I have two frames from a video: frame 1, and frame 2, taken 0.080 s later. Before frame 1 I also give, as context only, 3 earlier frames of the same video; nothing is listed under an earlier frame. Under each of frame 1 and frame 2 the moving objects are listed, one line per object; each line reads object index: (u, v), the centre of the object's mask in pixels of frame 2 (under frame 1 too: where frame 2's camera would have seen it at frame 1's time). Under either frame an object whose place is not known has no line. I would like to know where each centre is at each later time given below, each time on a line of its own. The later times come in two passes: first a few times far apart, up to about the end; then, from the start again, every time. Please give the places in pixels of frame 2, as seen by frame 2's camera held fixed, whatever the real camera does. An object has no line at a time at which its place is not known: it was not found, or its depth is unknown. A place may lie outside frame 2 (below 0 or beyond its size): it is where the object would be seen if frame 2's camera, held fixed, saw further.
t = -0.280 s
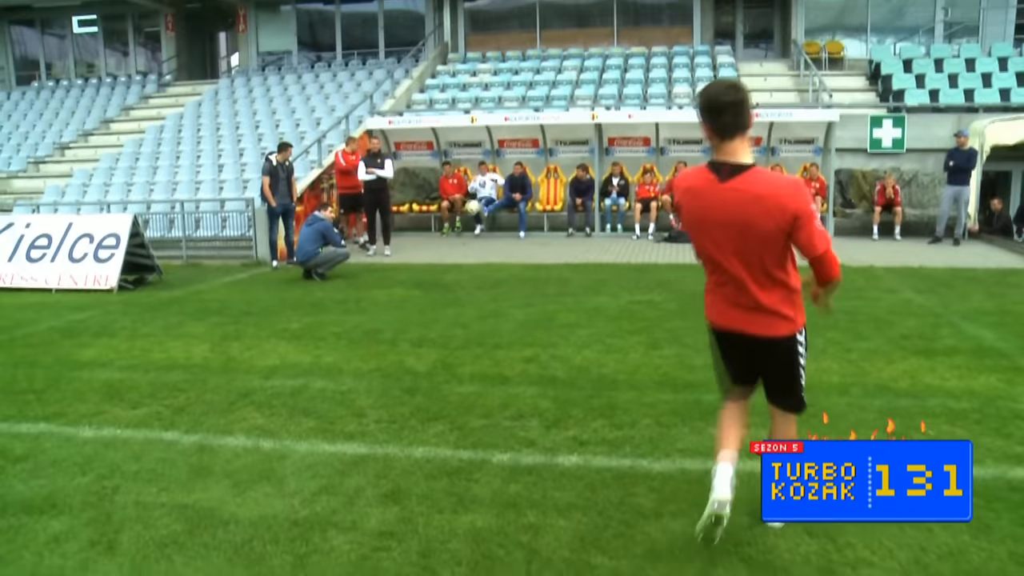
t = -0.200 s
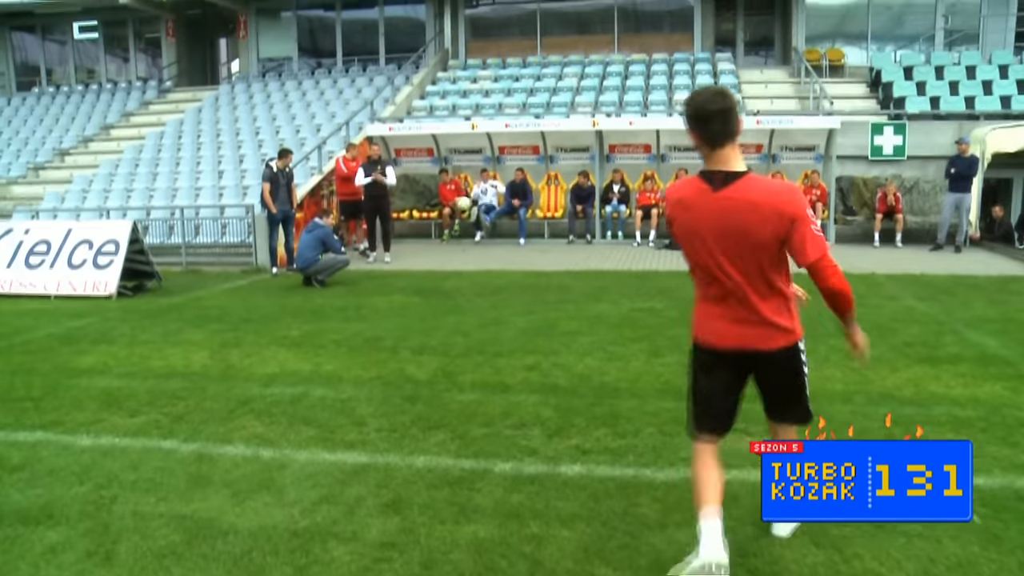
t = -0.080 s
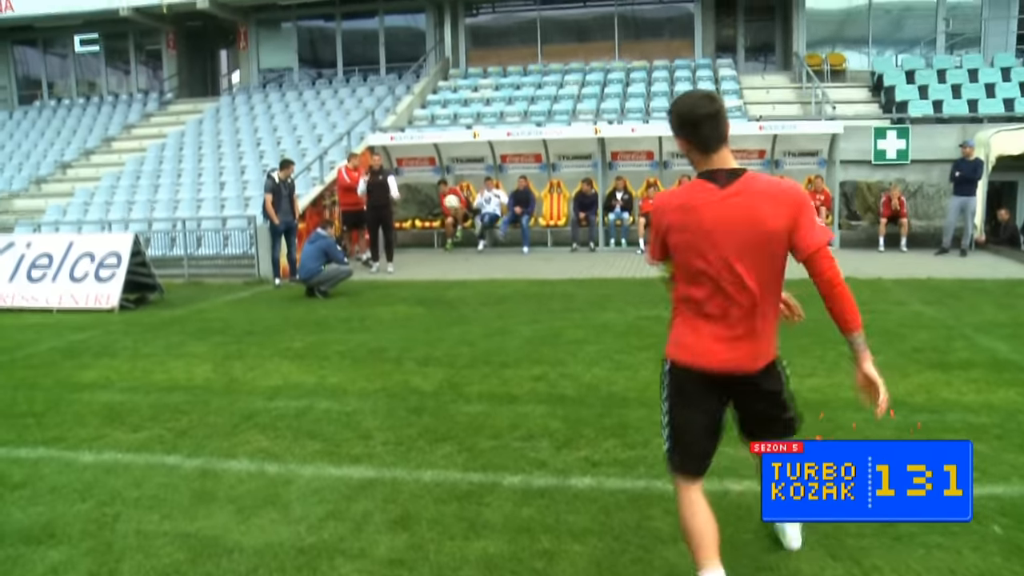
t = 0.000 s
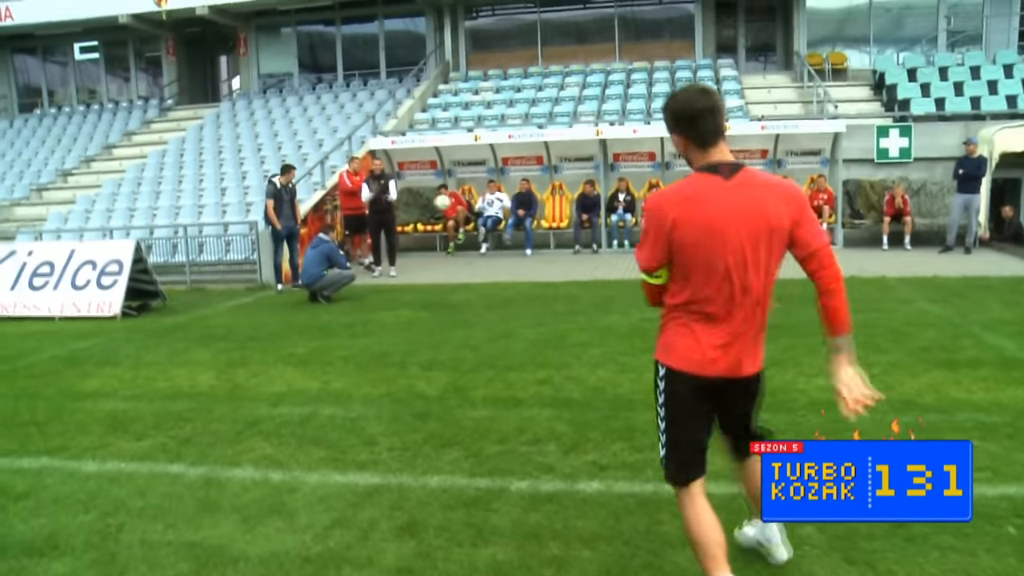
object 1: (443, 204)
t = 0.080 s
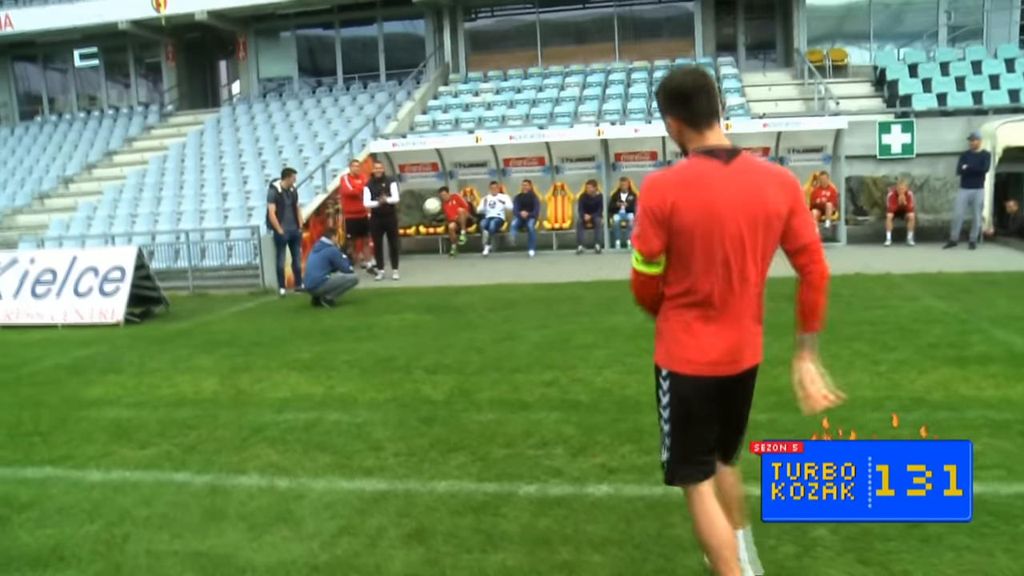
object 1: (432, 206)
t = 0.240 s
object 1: (405, 224)
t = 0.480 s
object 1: (353, 304)
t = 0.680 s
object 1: (310, 307)
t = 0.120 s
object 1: (426, 208)
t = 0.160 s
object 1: (419, 212)
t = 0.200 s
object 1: (412, 217)
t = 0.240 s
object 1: (405, 224)
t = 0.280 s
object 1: (397, 232)
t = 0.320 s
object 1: (390, 242)
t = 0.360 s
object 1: (381, 254)
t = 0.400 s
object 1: (372, 268)
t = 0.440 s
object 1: (363, 284)
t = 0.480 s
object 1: (353, 304)
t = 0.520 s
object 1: (342, 326)
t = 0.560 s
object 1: (334, 330)
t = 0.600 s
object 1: (326, 321)
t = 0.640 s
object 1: (318, 313)
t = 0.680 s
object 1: (310, 307)
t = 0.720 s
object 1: (302, 303)
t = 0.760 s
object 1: (294, 301)
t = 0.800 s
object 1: (286, 300)
